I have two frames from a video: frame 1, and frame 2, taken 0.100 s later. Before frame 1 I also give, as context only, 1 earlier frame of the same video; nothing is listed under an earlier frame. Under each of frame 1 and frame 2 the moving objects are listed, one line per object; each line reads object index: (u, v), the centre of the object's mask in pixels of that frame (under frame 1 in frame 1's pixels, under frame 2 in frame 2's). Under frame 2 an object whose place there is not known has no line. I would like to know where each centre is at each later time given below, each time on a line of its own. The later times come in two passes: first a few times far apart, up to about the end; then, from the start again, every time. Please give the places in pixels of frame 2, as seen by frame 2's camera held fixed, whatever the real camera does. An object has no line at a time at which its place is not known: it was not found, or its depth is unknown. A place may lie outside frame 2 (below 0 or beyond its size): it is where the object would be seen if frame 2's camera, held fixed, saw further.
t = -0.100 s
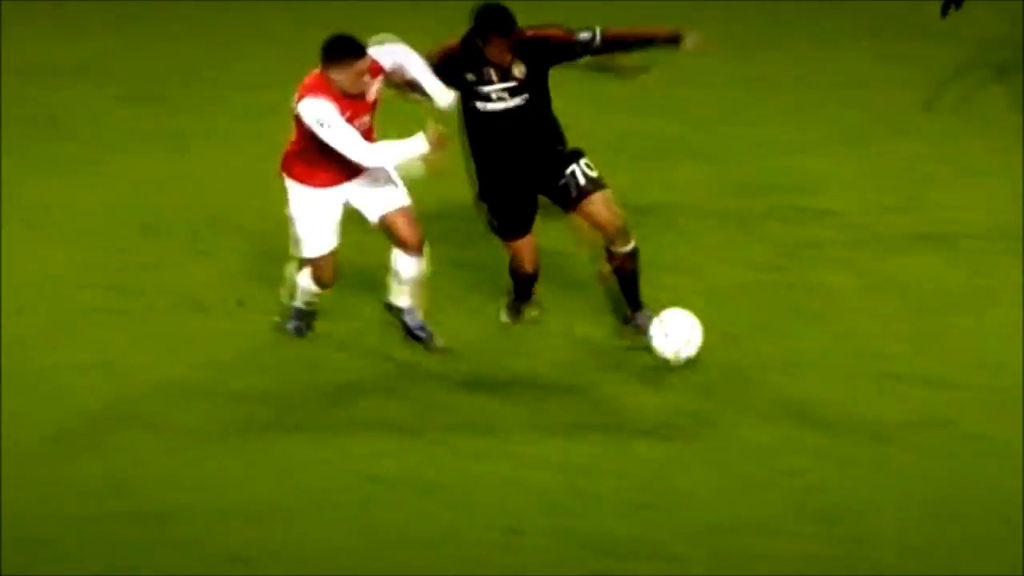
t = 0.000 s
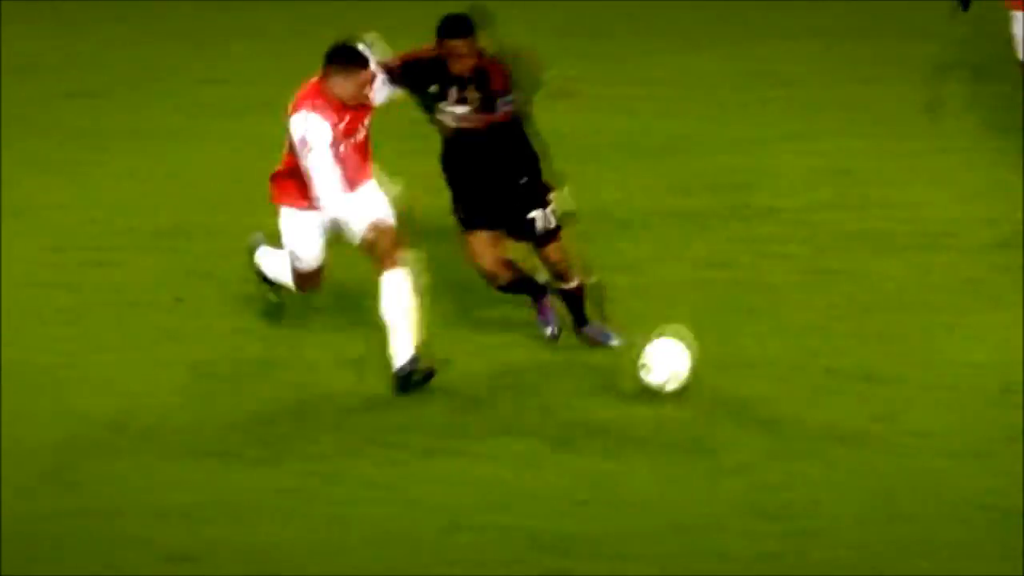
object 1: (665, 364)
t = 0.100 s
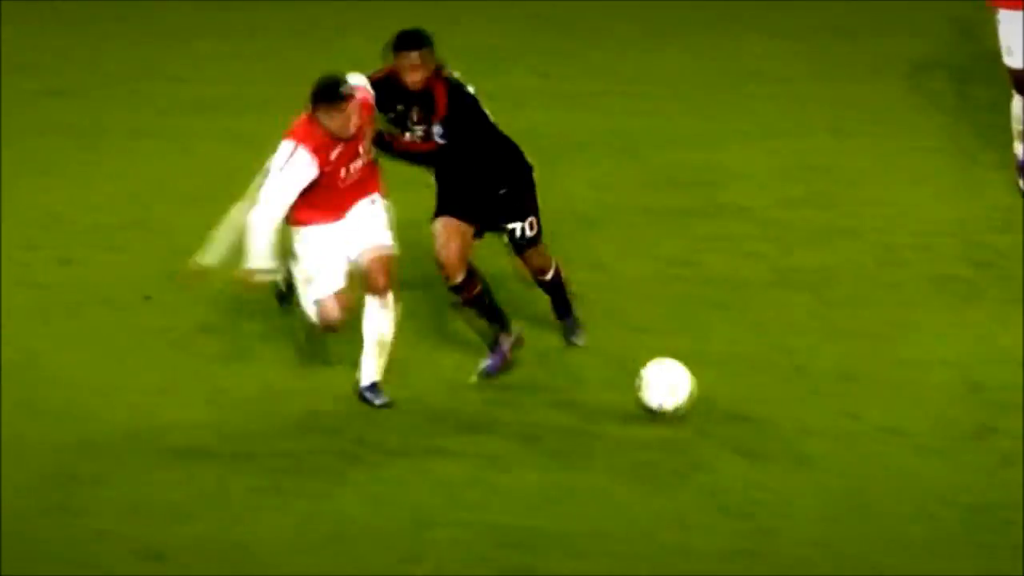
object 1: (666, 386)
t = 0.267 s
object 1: (723, 424)
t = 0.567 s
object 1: (821, 487)
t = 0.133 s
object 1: (677, 394)
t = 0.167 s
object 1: (691, 407)
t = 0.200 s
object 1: (705, 416)
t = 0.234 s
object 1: (718, 425)
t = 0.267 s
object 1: (723, 424)
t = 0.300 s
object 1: (737, 436)
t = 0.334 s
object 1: (749, 446)
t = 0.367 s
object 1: (761, 451)
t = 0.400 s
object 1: (773, 458)
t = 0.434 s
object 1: (781, 465)
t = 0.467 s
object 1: (792, 474)
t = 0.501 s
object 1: (801, 479)
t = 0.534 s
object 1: (811, 482)
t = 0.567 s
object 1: (821, 487)
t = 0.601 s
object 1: (833, 496)
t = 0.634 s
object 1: (846, 505)
